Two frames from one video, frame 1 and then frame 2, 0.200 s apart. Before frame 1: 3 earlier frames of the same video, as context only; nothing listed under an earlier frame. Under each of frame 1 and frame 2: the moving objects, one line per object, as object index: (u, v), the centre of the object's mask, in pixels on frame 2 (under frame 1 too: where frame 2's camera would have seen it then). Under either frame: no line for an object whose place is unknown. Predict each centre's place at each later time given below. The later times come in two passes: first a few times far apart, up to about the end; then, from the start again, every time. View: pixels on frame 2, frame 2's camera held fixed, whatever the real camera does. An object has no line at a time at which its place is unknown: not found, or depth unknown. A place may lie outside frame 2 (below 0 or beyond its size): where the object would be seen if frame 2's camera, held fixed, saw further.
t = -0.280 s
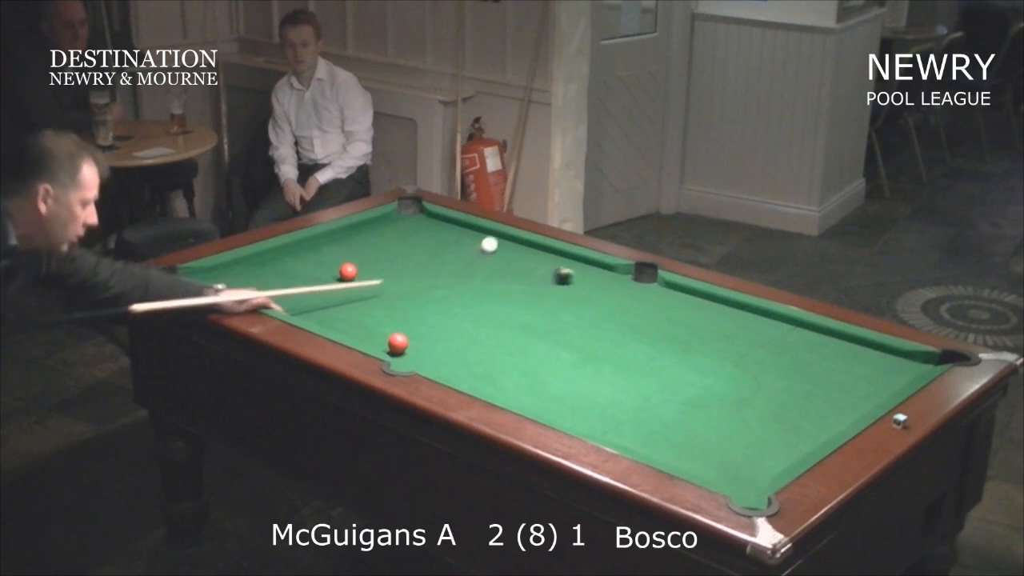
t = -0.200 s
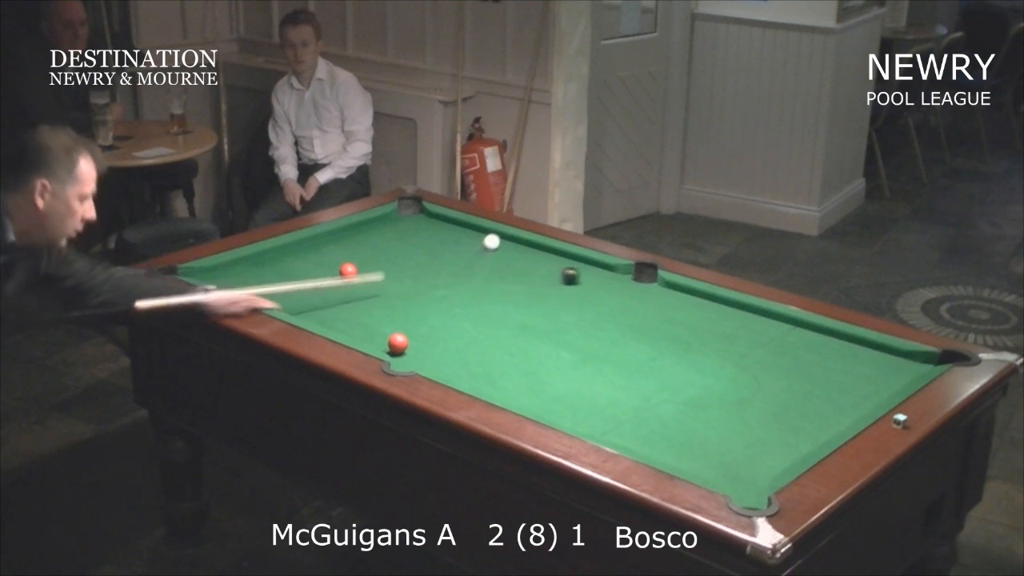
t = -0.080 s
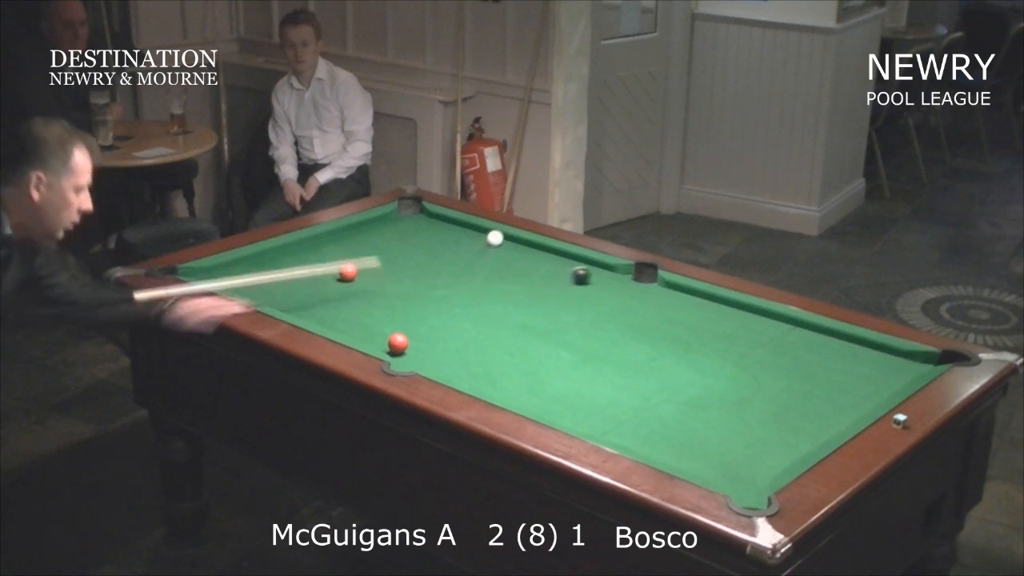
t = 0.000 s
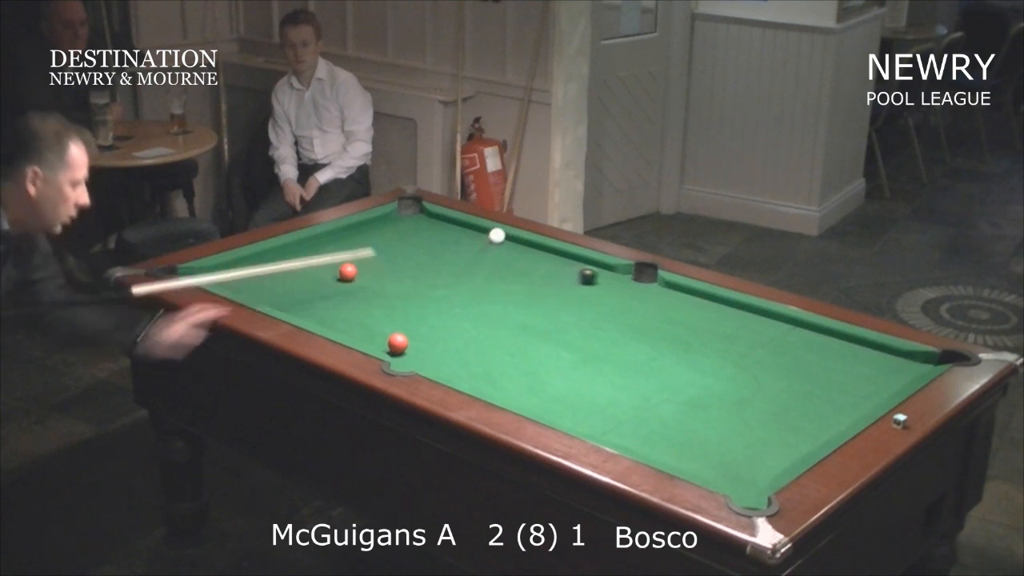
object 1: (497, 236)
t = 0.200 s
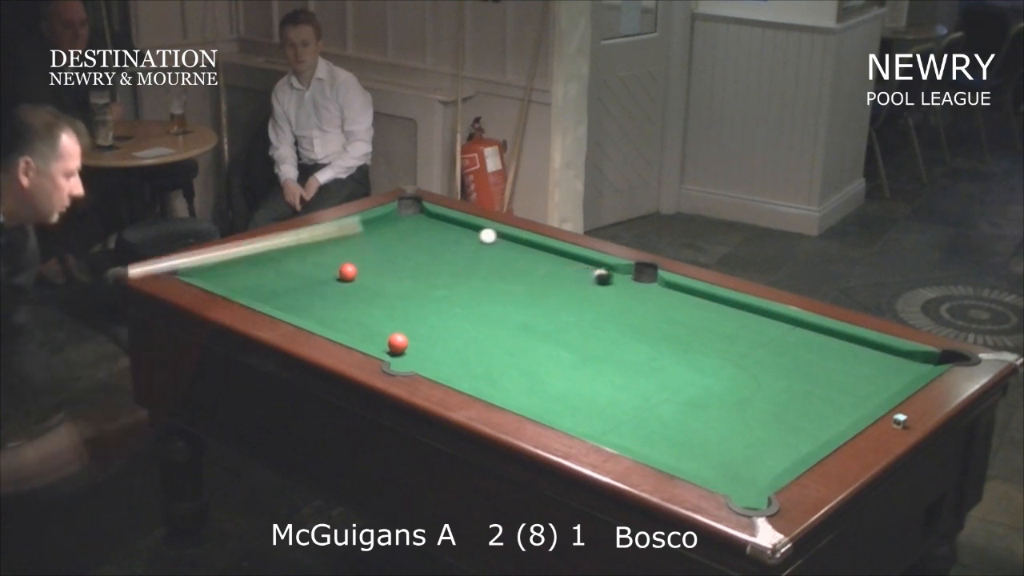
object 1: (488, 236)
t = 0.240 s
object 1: (485, 236)
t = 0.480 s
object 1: (474, 238)
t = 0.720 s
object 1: (464, 239)
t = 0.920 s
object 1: (457, 240)
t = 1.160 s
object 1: (451, 241)
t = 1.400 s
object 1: (446, 242)
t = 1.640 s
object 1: (444, 242)
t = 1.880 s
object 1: (444, 242)
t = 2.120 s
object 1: (444, 242)
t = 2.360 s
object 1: (444, 243)
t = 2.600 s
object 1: (444, 242)
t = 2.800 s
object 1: (444, 242)
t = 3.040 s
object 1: (443, 243)
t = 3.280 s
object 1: (443, 242)
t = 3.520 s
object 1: (444, 243)
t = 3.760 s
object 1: (443, 242)
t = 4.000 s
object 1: (444, 242)
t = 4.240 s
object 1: (444, 242)
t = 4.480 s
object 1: (444, 243)
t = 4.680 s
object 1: (443, 242)
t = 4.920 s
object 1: (443, 242)
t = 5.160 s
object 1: (444, 242)
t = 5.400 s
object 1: (444, 243)
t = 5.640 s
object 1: (443, 243)
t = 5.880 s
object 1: (444, 243)
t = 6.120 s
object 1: (443, 242)
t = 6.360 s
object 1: (444, 242)
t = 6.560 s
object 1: (443, 242)
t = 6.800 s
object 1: (444, 242)
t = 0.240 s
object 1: (485, 236)
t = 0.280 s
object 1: (483, 236)
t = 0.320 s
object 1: (482, 237)
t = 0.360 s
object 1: (480, 237)
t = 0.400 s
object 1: (478, 237)
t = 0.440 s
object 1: (476, 237)
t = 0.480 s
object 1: (474, 238)
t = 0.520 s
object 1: (472, 238)
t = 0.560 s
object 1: (470, 238)
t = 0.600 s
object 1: (469, 238)
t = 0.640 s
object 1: (467, 239)
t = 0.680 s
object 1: (465, 239)
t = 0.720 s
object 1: (464, 239)
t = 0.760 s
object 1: (462, 239)
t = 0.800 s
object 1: (461, 240)
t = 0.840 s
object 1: (460, 240)
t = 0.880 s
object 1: (458, 240)
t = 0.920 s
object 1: (457, 240)
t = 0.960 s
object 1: (456, 240)
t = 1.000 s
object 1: (455, 241)
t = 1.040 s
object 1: (454, 241)
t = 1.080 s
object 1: (453, 241)
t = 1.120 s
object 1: (452, 241)
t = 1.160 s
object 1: (451, 241)
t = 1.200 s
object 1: (450, 241)
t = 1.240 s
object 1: (449, 241)
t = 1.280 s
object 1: (448, 242)
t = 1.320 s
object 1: (448, 242)
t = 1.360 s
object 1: (447, 242)
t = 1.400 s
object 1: (446, 242)
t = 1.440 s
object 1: (446, 242)
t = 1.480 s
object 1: (445, 242)
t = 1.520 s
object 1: (445, 242)
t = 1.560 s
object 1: (445, 242)
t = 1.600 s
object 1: (444, 242)
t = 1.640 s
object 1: (444, 242)
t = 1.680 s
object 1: (444, 242)
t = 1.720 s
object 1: (444, 243)
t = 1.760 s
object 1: (444, 242)
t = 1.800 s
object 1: (444, 243)
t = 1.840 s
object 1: (444, 242)
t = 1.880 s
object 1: (444, 242)
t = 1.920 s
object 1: (443, 243)
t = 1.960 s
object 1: (444, 242)
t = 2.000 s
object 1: (444, 242)
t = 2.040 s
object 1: (444, 242)
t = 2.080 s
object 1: (444, 242)
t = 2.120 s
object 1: (444, 242)
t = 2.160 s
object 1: (444, 242)
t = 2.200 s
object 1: (444, 243)
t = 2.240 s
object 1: (444, 243)
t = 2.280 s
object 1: (444, 243)
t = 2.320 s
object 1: (444, 243)
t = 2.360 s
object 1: (444, 243)
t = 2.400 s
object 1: (444, 242)
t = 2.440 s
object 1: (444, 242)
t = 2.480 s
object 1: (444, 242)
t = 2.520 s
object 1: (444, 242)
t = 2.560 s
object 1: (444, 242)
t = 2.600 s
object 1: (444, 242)
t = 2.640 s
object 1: (443, 243)
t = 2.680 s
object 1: (444, 242)
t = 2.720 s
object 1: (443, 243)
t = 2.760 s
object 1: (443, 243)
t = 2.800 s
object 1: (444, 242)
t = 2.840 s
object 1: (443, 243)
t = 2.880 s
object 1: (444, 243)
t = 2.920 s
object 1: (443, 243)
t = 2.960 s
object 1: (444, 242)
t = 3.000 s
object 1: (444, 243)
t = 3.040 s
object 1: (443, 243)
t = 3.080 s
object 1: (444, 242)
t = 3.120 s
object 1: (443, 243)
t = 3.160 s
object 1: (444, 243)
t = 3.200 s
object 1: (443, 243)
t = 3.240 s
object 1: (443, 242)
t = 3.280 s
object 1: (443, 242)
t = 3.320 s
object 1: (443, 242)
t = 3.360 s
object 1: (443, 242)
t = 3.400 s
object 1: (443, 242)
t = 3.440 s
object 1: (443, 242)
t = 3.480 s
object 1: (444, 242)
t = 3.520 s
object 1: (444, 243)
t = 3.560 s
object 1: (444, 243)
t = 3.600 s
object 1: (444, 243)
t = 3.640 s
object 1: (444, 243)
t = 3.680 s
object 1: (443, 242)
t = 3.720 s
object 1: (444, 243)
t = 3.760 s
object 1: (443, 242)
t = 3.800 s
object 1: (444, 243)
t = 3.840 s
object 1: (443, 242)
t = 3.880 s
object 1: (443, 242)
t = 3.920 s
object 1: (443, 242)
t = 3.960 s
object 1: (443, 242)
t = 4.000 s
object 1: (444, 242)
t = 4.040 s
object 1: (444, 243)
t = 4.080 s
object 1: (444, 242)
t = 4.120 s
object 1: (444, 243)
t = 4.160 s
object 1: (443, 242)
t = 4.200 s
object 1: (444, 242)
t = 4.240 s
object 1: (444, 242)
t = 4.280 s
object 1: (444, 242)
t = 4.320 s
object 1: (444, 242)
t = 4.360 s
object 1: (444, 242)
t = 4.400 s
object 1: (444, 242)
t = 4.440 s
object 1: (444, 243)
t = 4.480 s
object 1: (444, 243)
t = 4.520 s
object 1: (444, 243)
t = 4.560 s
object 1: (444, 243)
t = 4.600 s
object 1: (444, 242)
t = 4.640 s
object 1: (444, 243)
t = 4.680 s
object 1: (443, 242)
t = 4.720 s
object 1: (444, 242)
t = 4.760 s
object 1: (444, 242)
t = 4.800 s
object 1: (443, 242)
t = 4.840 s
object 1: (443, 242)
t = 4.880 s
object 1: (444, 243)
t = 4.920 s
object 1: (443, 242)
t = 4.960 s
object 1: (444, 242)
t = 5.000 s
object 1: (443, 242)
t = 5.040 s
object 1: (443, 242)
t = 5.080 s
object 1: (443, 242)
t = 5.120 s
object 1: (443, 242)
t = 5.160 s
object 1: (444, 242)
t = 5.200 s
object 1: (443, 242)
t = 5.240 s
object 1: (444, 242)
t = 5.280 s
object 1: (444, 242)
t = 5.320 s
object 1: (444, 242)
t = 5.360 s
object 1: (444, 243)
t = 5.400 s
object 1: (444, 243)
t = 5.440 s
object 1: (443, 242)
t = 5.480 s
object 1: (444, 243)
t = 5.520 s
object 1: (443, 242)
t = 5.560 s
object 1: (444, 243)
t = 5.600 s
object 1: (443, 242)
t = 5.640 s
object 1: (443, 243)
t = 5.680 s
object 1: (443, 242)
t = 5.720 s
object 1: (443, 242)
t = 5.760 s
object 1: (443, 242)
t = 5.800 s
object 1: (443, 242)
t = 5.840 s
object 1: (444, 243)
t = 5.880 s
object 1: (444, 243)
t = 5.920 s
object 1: (444, 242)
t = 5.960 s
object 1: (444, 243)
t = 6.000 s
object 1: (443, 243)
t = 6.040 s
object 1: (443, 242)
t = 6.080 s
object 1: (444, 243)
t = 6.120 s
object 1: (443, 242)
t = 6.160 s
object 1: (444, 243)
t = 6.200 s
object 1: (443, 242)
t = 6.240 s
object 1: (443, 242)
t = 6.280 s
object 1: (443, 242)
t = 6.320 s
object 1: (443, 242)
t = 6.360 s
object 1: (444, 242)
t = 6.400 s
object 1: (443, 242)
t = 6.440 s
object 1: (444, 243)
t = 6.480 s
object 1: (444, 243)
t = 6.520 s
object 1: (444, 243)
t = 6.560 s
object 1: (443, 242)
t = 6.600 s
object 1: (443, 242)
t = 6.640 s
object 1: (443, 242)
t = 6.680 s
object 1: (443, 242)
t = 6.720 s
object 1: (443, 242)
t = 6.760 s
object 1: (443, 242)
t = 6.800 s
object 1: (444, 242)
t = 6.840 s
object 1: (444, 243)
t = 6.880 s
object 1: (444, 243)
